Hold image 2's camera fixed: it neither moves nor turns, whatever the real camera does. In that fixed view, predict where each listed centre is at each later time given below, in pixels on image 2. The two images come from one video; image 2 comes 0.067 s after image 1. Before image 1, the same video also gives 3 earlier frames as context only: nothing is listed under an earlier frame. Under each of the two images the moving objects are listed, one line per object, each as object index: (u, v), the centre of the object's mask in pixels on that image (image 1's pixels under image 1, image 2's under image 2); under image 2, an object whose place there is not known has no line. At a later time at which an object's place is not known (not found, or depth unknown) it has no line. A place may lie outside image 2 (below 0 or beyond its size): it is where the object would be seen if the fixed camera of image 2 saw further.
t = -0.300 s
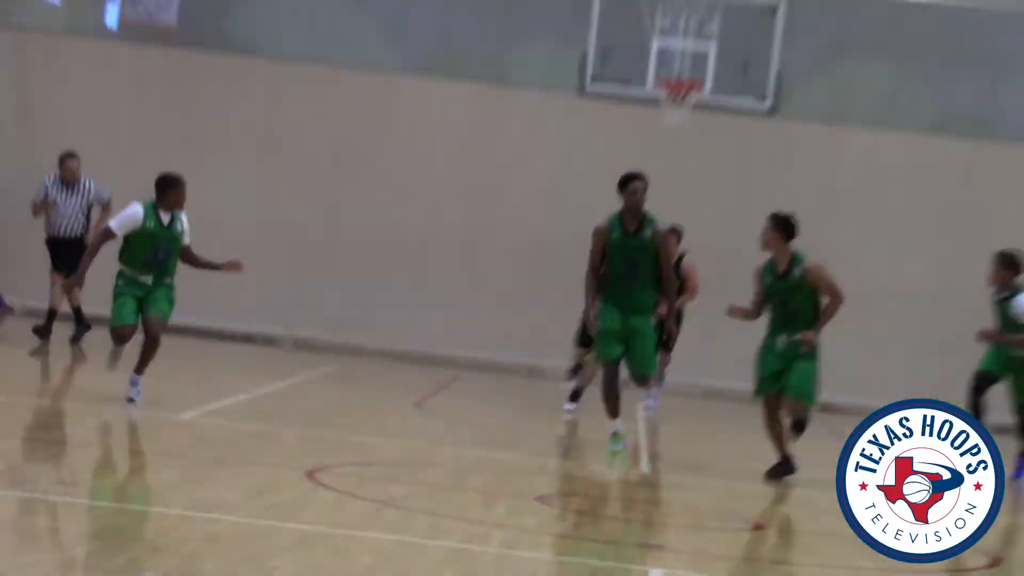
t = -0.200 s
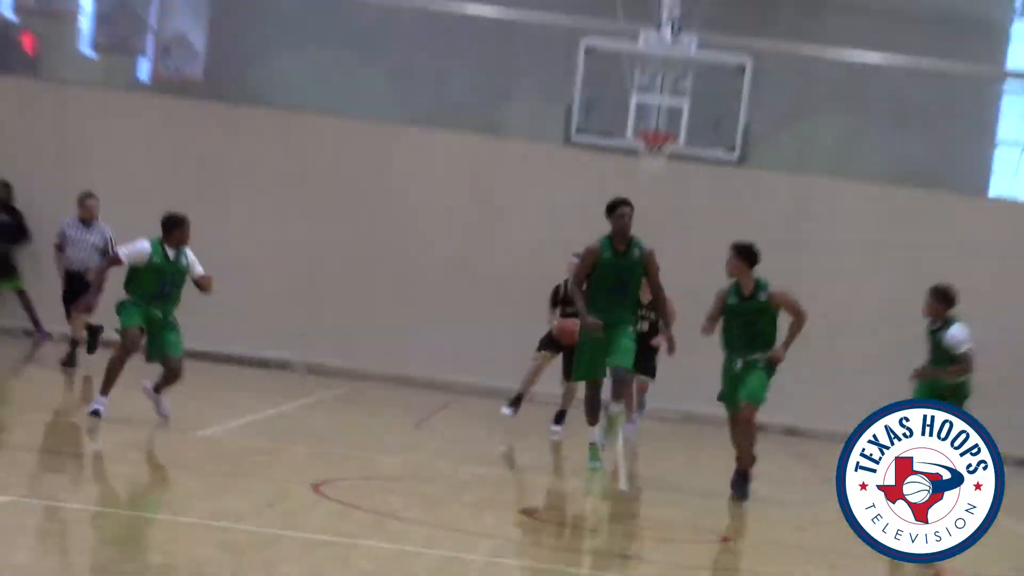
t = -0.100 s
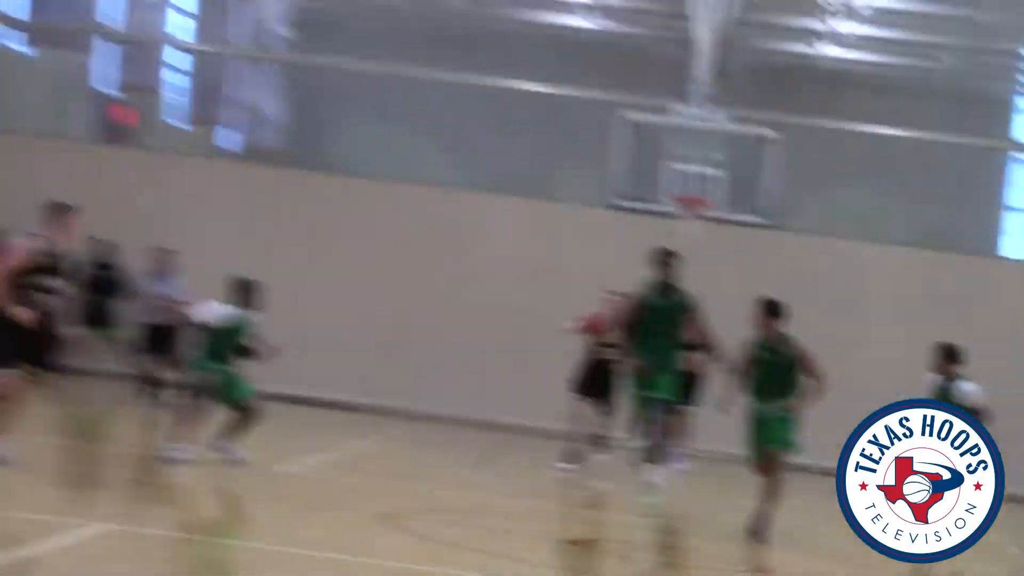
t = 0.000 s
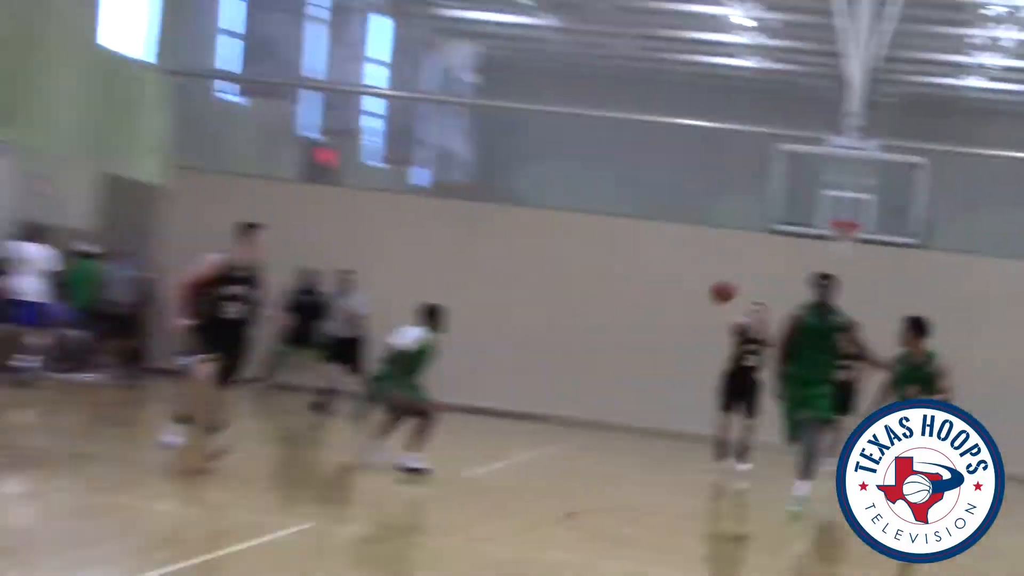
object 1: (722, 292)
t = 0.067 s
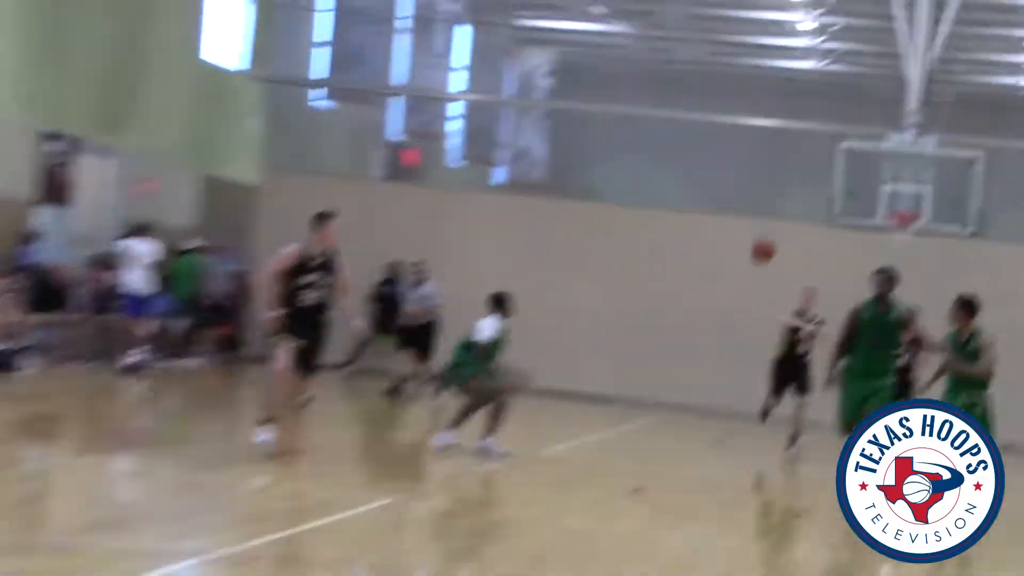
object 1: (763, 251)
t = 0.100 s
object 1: (748, 234)
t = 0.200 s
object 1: (697, 194)
